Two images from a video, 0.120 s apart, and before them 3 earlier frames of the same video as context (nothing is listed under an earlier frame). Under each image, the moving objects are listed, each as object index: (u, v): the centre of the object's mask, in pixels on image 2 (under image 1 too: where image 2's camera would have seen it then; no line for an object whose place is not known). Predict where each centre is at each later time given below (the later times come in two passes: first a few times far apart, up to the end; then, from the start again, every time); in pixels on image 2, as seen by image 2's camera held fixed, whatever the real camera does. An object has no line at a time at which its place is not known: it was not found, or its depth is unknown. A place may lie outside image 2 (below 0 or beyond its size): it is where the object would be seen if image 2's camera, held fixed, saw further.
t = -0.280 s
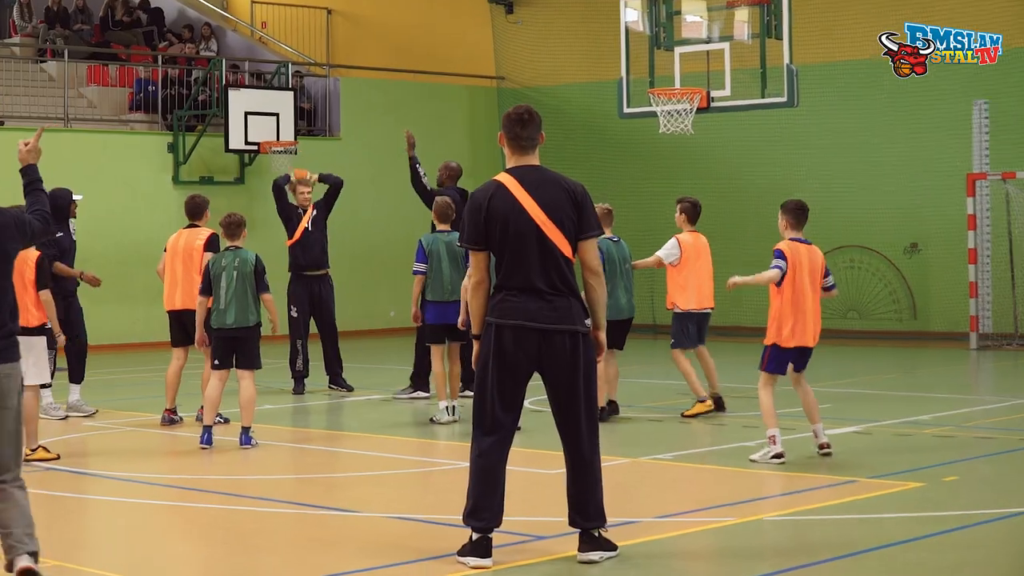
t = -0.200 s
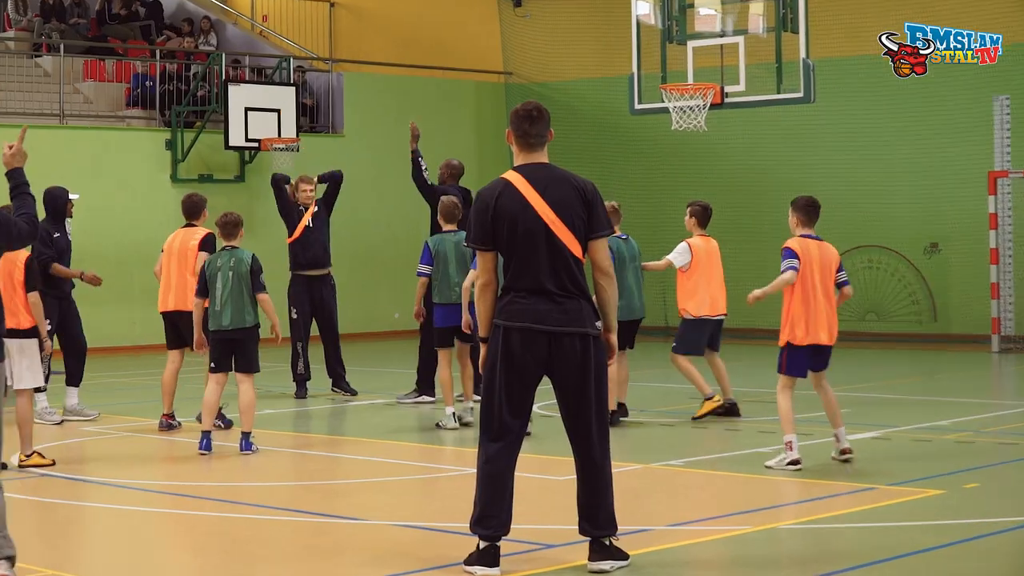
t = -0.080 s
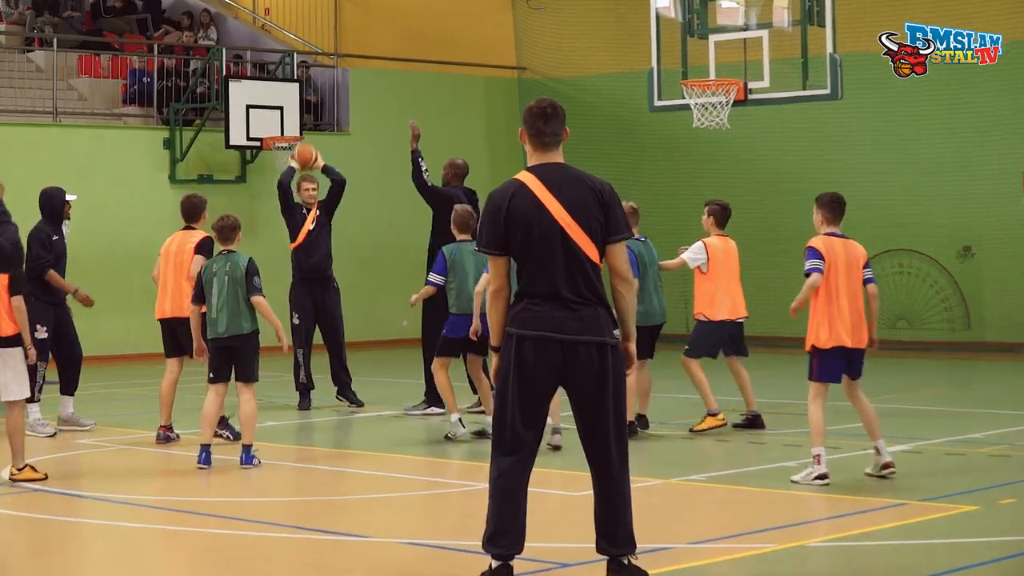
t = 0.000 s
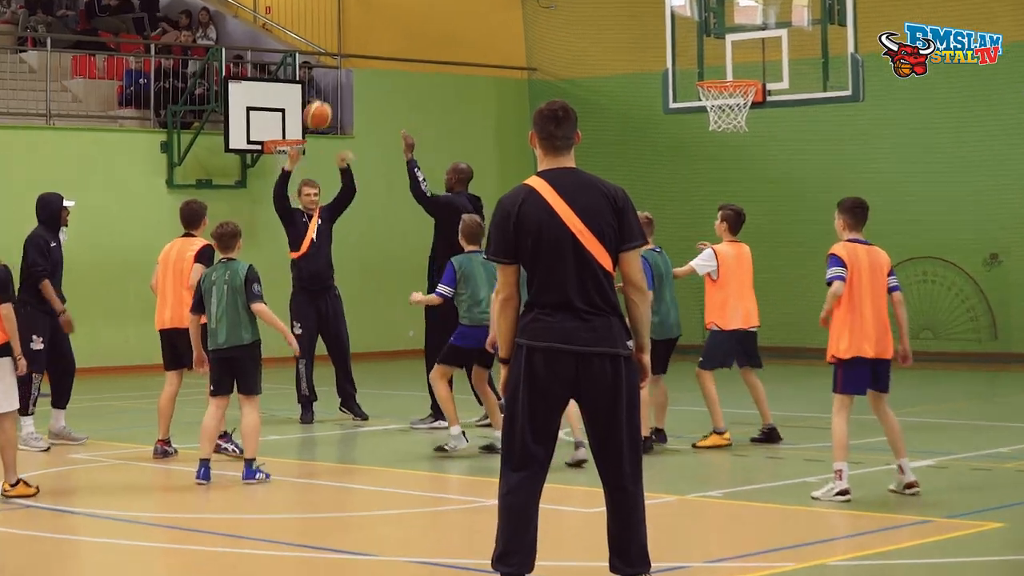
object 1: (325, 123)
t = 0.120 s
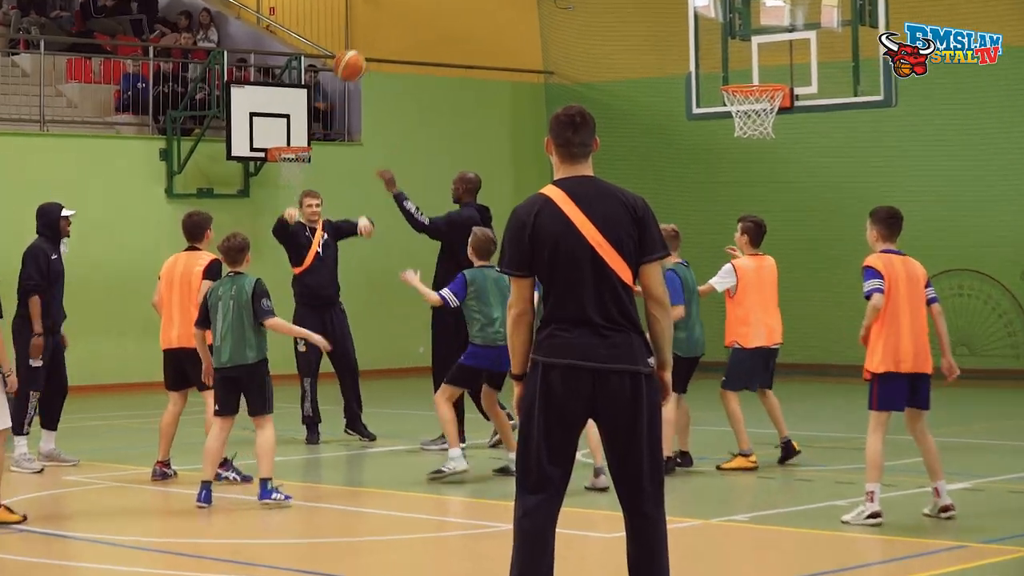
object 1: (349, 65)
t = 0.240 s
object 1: (378, 21)
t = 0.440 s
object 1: (449, 0)
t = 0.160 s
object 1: (358, 49)
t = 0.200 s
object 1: (369, 33)
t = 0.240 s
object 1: (378, 21)
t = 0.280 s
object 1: (390, 9)
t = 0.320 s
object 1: (404, 5)
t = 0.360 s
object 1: (417, 1)
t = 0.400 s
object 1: (433, 0)
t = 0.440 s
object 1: (449, 0)
